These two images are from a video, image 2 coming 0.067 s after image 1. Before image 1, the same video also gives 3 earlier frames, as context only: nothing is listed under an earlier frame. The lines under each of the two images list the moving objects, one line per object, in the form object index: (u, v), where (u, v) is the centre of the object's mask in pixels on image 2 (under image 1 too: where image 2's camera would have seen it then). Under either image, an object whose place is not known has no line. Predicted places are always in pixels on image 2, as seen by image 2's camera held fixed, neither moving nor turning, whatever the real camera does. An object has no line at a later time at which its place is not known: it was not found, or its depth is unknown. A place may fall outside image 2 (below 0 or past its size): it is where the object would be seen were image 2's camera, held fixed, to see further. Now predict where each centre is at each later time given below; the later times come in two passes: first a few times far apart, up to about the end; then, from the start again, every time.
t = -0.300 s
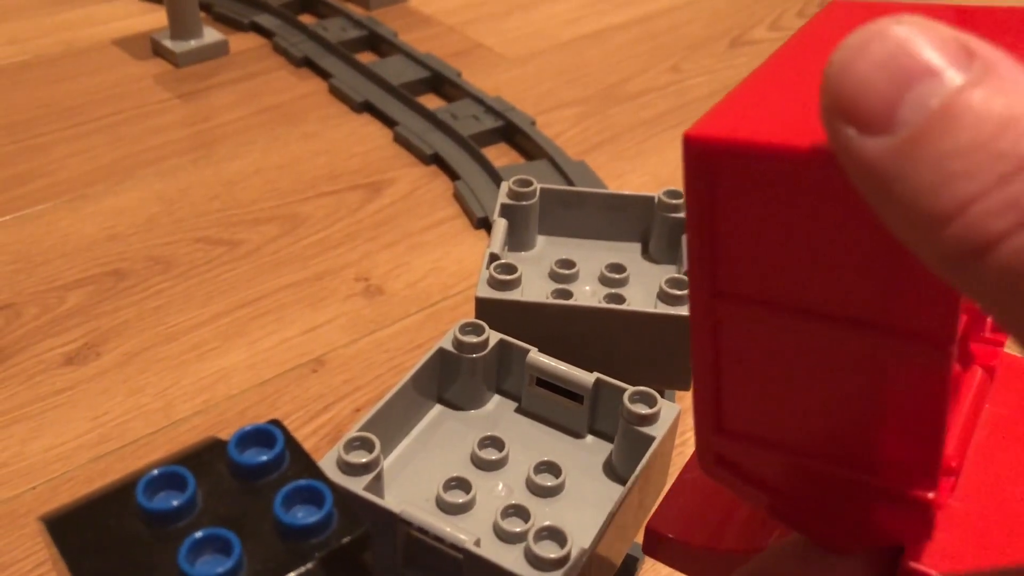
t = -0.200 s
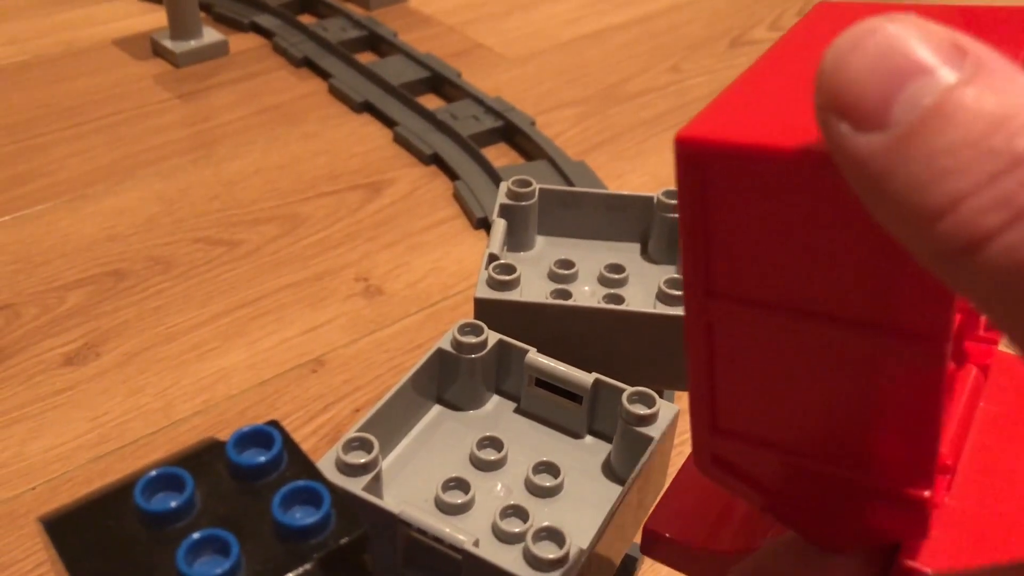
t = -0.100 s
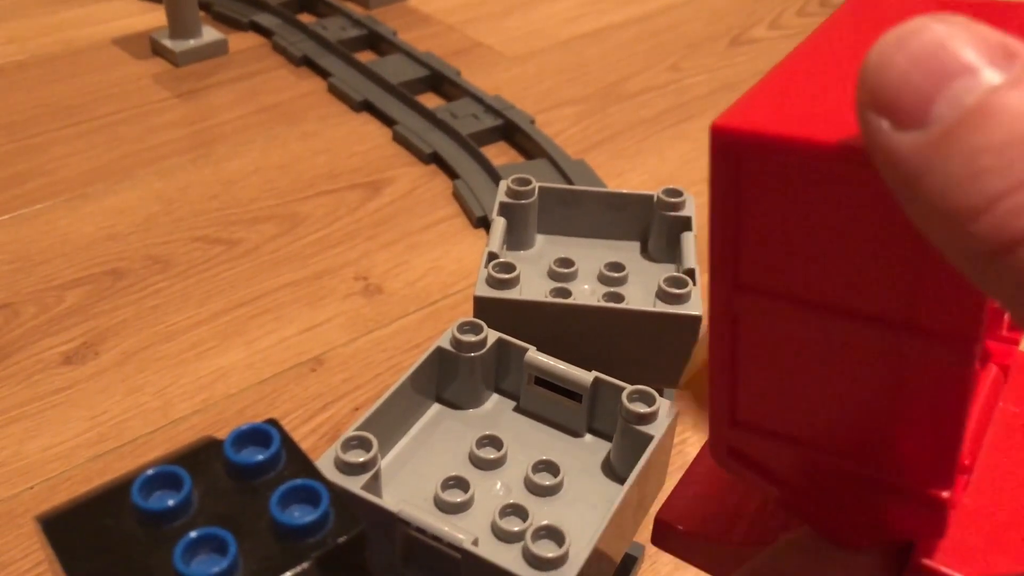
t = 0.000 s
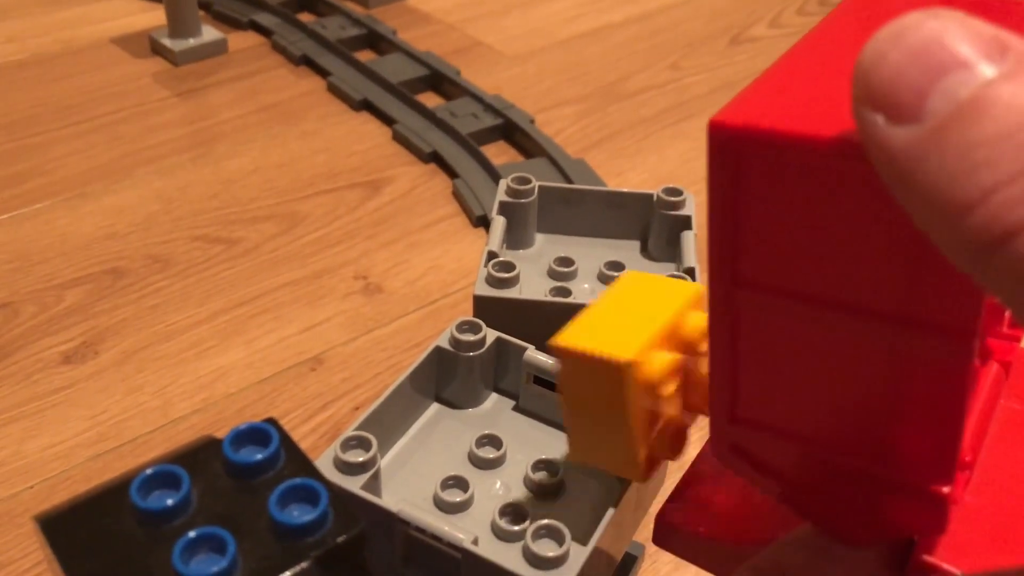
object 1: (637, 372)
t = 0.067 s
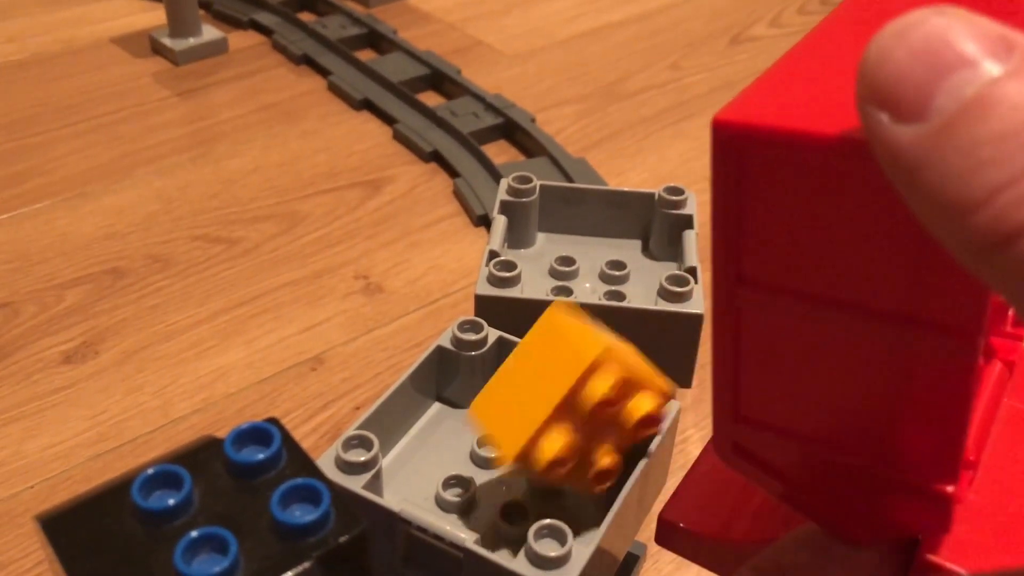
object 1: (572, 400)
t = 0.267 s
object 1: (517, 462)
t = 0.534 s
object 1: (543, 458)
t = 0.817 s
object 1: (543, 459)
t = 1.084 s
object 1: (542, 459)
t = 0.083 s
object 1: (555, 418)
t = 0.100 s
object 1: (546, 429)
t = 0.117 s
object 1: (535, 430)
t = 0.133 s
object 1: (525, 436)
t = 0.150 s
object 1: (518, 446)
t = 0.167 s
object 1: (513, 454)
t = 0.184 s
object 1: (511, 460)
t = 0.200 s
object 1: (505, 464)
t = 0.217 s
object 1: (506, 464)
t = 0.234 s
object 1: (509, 462)
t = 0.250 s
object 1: (514, 462)
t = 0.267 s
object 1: (517, 462)
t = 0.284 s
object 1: (519, 460)
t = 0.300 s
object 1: (522, 458)
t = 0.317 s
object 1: (526, 455)
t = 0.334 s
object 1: (528, 453)
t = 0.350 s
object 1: (530, 453)
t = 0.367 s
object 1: (532, 454)
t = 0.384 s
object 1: (534, 454)
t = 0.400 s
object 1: (535, 455)
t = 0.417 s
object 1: (538, 457)
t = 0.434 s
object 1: (541, 457)
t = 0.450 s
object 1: (543, 458)
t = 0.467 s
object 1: (543, 459)
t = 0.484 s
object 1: (543, 459)
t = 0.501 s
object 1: (543, 458)
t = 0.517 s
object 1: (543, 458)
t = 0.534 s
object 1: (543, 458)
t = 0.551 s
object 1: (543, 458)
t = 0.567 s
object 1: (543, 458)
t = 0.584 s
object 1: (543, 458)
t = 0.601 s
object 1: (543, 459)
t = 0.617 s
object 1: (543, 459)
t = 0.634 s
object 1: (543, 459)
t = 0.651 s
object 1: (543, 459)
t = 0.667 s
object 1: (543, 459)
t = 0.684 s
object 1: (543, 459)
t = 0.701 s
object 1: (543, 459)
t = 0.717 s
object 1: (543, 459)
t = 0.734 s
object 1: (543, 459)
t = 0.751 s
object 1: (543, 459)
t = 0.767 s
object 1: (543, 459)
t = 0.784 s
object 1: (543, 459)
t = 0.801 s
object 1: (543, 459)
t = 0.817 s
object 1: (543, 459)
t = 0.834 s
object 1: (543, 459)
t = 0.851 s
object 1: (543, 459)
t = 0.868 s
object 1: (543, 459)
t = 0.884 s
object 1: (543, 459)
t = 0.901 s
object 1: (543, 459)
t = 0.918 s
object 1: (543, 459)
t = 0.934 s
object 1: (543, 459)
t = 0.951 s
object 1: (543, 459)
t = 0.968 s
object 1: (543, 459)
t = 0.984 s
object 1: (543, 459)
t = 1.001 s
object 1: (543, 459)
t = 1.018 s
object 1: (542, 459)
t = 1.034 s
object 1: (542, 459)
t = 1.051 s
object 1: (542, 459)
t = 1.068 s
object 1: (542, 459)
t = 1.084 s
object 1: (542, 459)
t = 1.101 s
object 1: (542, 459)
